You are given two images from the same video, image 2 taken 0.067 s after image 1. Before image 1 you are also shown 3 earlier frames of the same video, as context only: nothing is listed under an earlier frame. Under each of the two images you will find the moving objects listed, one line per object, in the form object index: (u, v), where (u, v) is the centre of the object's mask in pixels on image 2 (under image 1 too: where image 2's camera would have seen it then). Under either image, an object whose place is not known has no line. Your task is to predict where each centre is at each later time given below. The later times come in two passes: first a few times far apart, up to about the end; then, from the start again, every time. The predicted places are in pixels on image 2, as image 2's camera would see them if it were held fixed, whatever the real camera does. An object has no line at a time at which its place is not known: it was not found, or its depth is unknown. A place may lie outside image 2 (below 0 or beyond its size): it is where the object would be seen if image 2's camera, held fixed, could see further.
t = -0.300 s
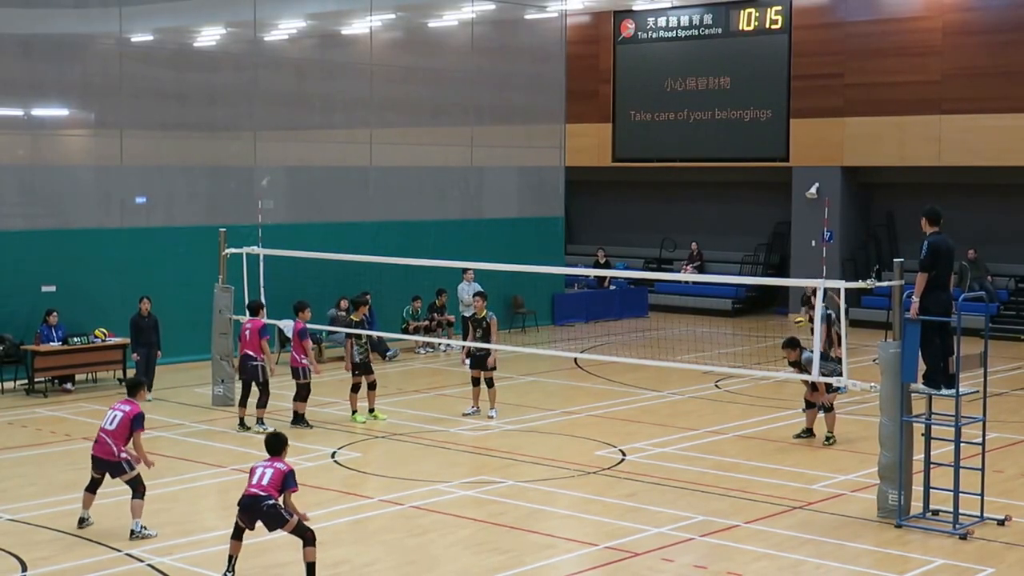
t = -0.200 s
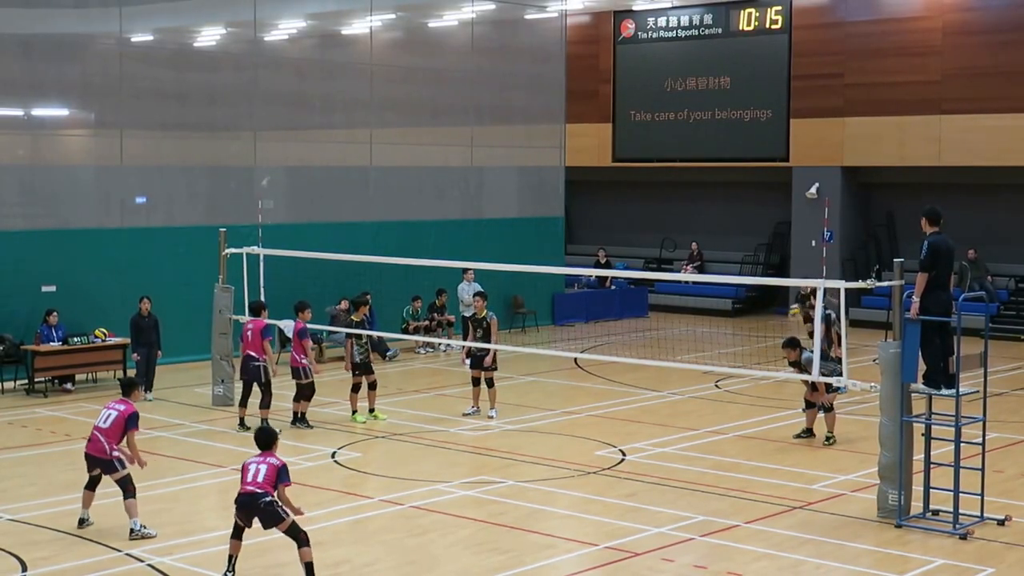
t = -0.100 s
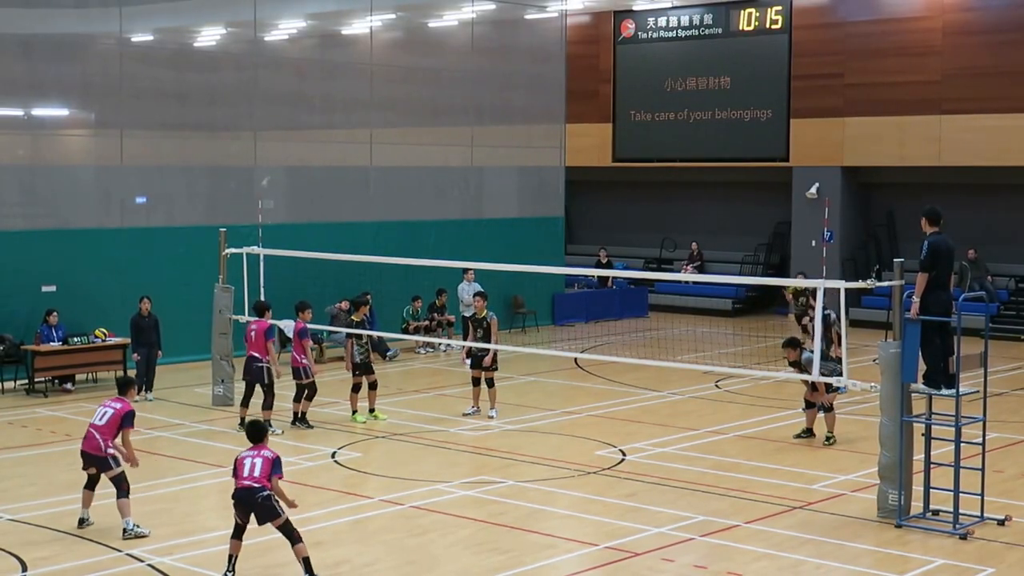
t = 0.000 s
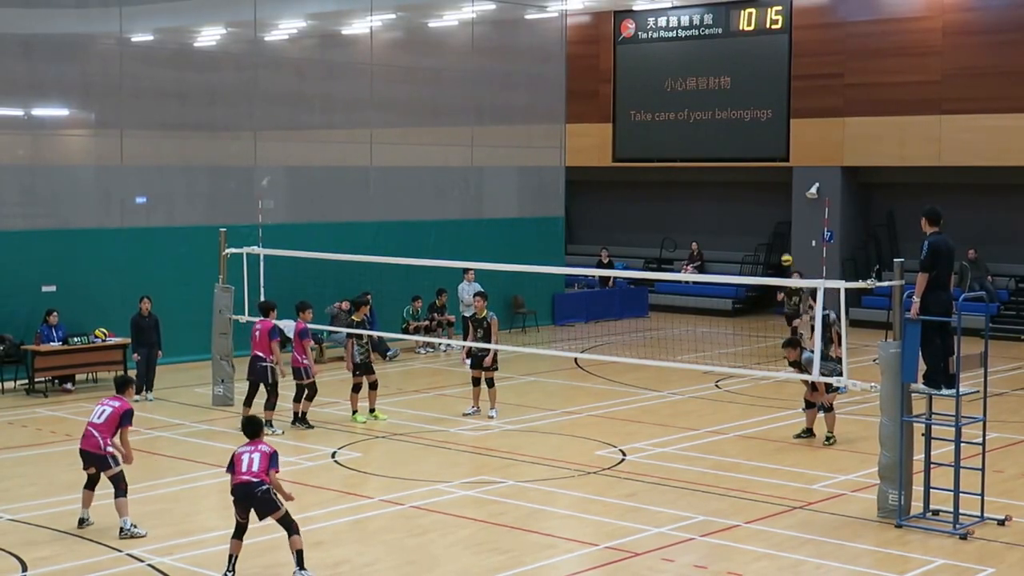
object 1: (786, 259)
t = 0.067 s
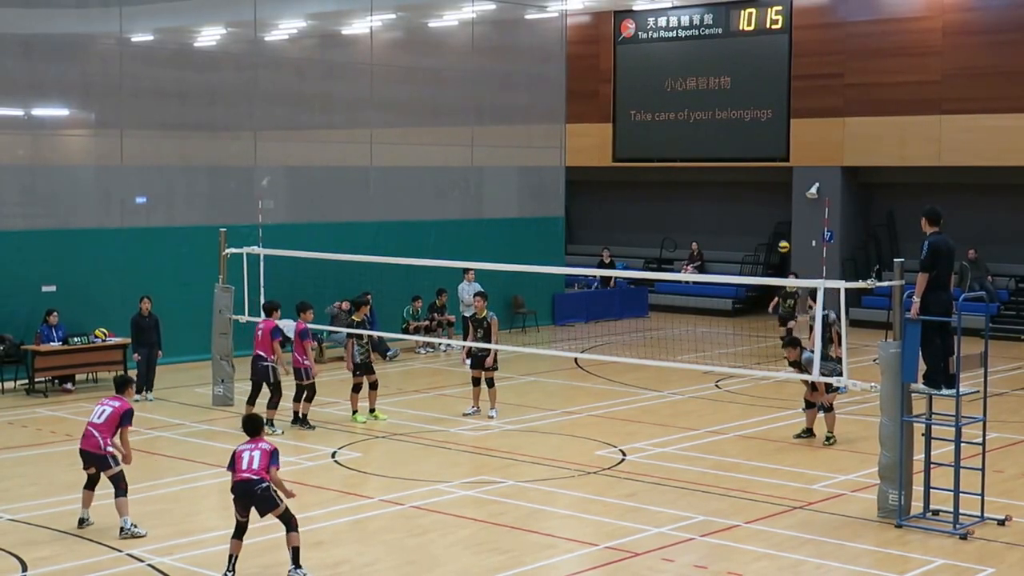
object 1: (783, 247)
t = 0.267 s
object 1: (774, 221)
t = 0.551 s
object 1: (759, 222)
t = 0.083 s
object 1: (782, 243)
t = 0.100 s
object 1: (781, 241)
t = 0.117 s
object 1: (781, 238)
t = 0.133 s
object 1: (780, 235)
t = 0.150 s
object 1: (779, 233)
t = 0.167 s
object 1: (778, 231)
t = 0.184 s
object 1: (778, 229)
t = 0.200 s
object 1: (777, 227)
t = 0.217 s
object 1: (776, 225)
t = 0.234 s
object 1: (775, 224)
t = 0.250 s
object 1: (775, 222)
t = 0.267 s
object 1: (774, 221)
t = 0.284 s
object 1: (773, 220)
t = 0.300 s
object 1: (772, 219)
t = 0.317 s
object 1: (772, 218)
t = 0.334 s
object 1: (771, 217)
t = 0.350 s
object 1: (770, 217)
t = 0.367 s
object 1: (769, 217)
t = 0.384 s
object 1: (768, 216)
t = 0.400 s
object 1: (768, 216)
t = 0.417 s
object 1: (767, 216)
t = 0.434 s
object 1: (766, 216)
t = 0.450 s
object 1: (764, 217)
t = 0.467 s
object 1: (764, 217)
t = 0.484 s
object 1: (763, 218)
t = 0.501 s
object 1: (762, 218)
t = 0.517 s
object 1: (761, 220)
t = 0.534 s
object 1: (760, 221)
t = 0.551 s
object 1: (759, 222)
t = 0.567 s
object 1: (759, 223)
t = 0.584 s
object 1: (758, 225)
